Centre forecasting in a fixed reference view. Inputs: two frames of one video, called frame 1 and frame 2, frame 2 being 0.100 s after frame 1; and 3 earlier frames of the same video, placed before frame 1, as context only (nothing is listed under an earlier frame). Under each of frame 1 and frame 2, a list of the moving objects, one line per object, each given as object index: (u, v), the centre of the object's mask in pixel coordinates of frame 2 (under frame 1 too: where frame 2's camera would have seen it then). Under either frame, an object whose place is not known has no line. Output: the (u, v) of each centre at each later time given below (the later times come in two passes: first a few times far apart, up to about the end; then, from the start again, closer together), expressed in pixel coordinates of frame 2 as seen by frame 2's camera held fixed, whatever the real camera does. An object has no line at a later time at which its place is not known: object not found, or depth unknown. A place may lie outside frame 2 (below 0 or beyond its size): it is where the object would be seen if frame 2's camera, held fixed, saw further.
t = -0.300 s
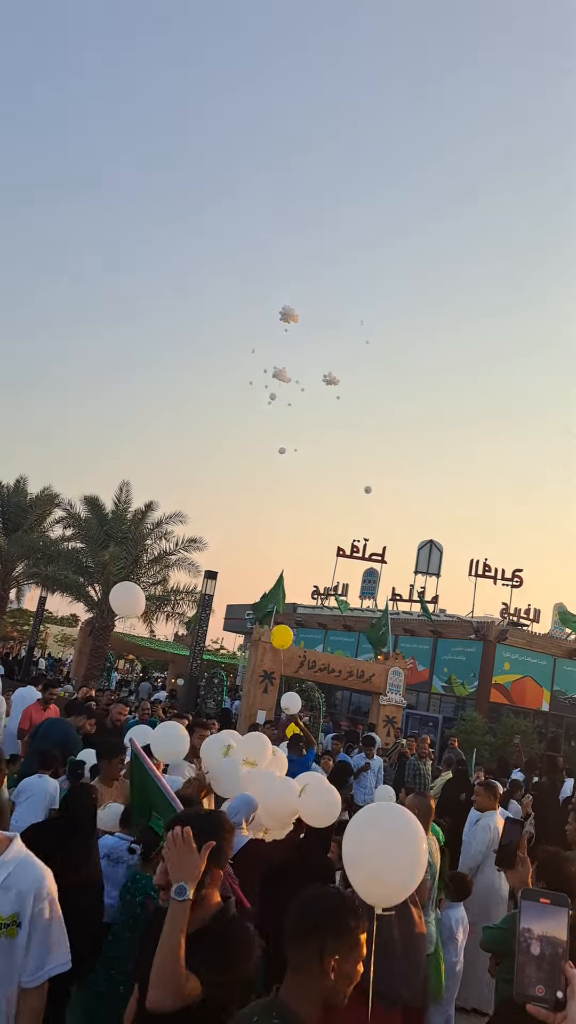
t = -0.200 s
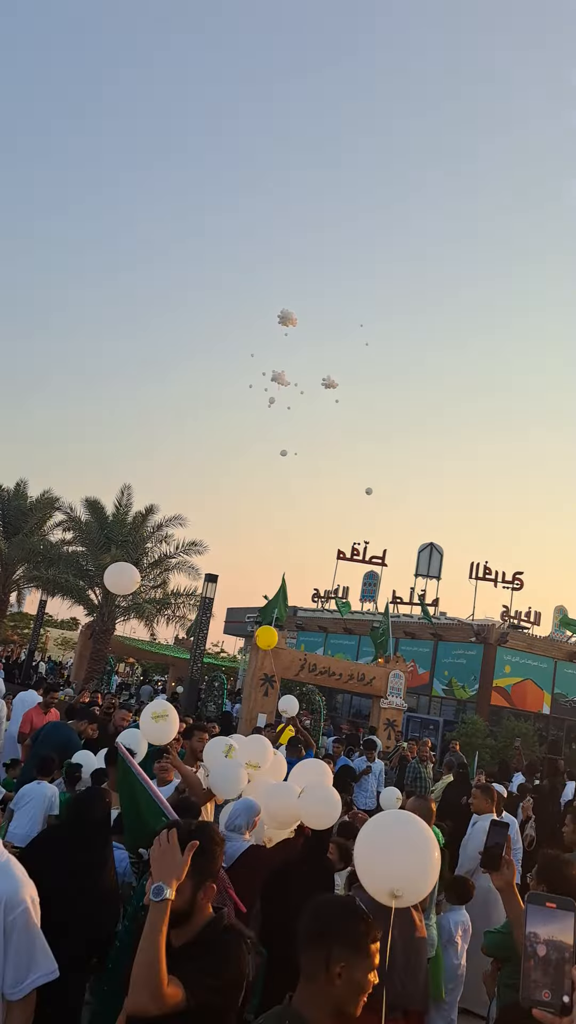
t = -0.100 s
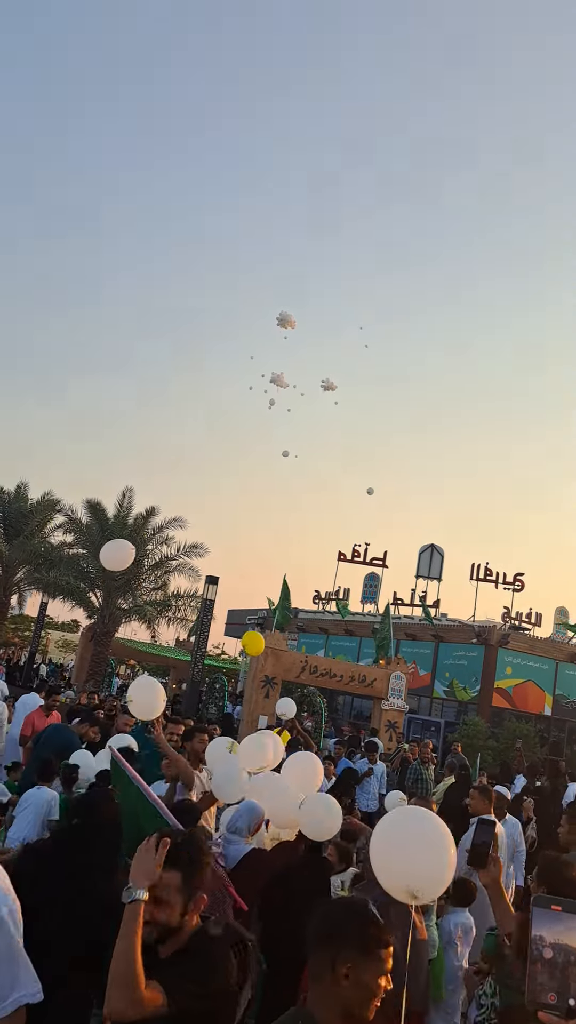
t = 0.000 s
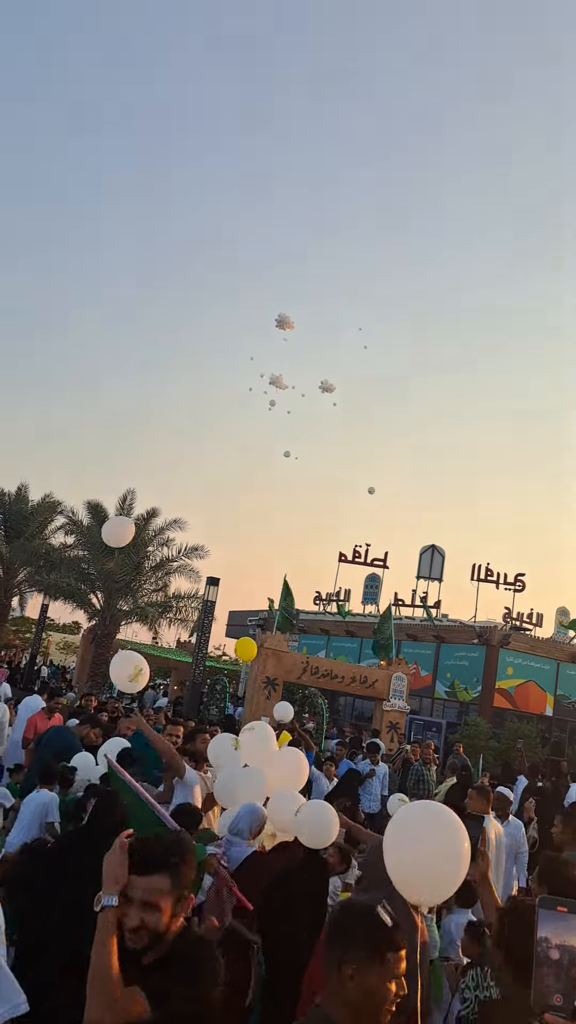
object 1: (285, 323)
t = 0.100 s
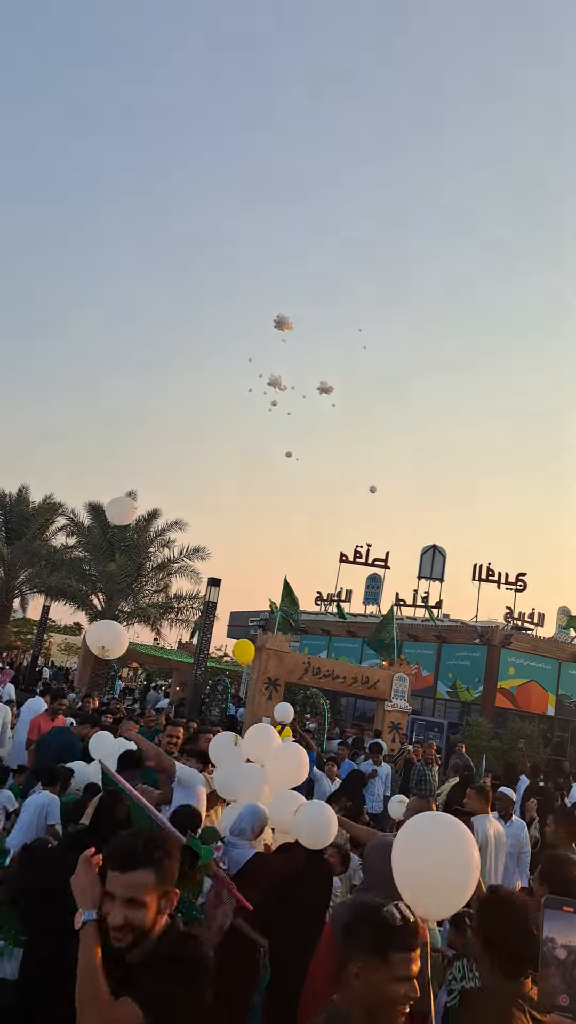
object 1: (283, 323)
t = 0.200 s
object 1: (282, 324)
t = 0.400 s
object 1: (278, 324)
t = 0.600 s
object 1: (276, 325)
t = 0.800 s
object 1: (273, 326)
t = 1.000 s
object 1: (271, 326)
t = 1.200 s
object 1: (268, 328)
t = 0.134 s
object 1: (283, 323)
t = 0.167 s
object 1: (282, 323)
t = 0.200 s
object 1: (282, 324)
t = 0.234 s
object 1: (281, 324)
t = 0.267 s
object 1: (281, 324)
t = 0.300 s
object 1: (280, 324)
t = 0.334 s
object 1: (280, 324)
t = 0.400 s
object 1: (278, 324)
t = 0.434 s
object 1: (278, 325)
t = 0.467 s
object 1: (278, 325)
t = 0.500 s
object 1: (277, 325)
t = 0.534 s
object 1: (277, 325)
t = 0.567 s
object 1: (276, 325)
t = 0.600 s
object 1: (276, 325)
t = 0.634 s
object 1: (276, 325)
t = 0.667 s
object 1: (275, 325)
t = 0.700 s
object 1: (275, 326)
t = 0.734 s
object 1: (274, 326)
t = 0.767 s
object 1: (274, 326)
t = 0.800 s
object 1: (273, 326)
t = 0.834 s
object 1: (273, 326)
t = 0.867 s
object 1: (272, 326)
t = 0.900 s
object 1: (272, 326)
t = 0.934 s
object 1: (272, 326)
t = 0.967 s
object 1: (272, 326)
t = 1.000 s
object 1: (271, 326)
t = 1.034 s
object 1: (270, 327)
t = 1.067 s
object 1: (269, 327)
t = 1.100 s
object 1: (269, 327)
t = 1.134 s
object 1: (268, 327)
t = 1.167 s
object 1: (268, 328)
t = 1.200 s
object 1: (268, 328)
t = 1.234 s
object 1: (267, 328)
